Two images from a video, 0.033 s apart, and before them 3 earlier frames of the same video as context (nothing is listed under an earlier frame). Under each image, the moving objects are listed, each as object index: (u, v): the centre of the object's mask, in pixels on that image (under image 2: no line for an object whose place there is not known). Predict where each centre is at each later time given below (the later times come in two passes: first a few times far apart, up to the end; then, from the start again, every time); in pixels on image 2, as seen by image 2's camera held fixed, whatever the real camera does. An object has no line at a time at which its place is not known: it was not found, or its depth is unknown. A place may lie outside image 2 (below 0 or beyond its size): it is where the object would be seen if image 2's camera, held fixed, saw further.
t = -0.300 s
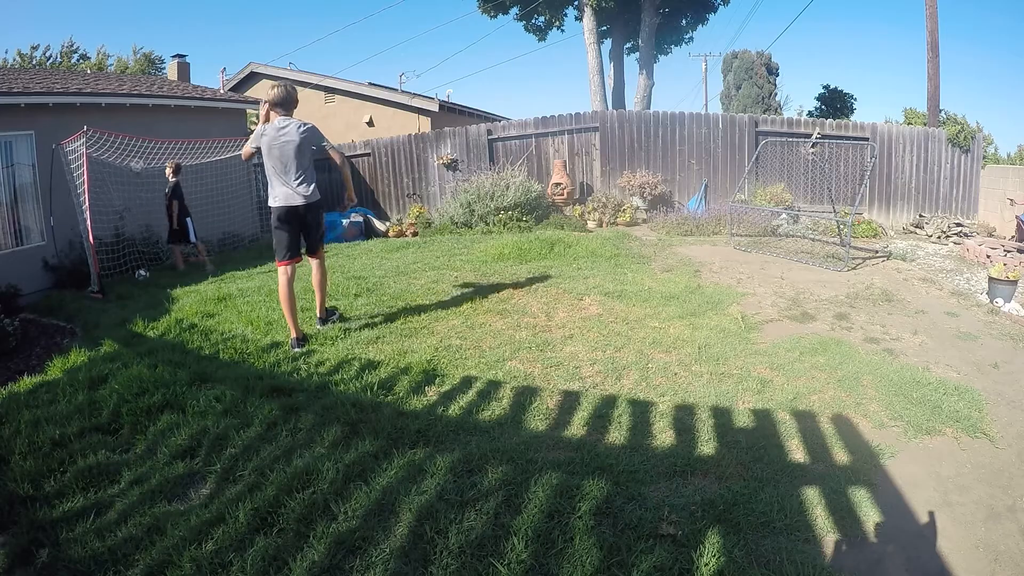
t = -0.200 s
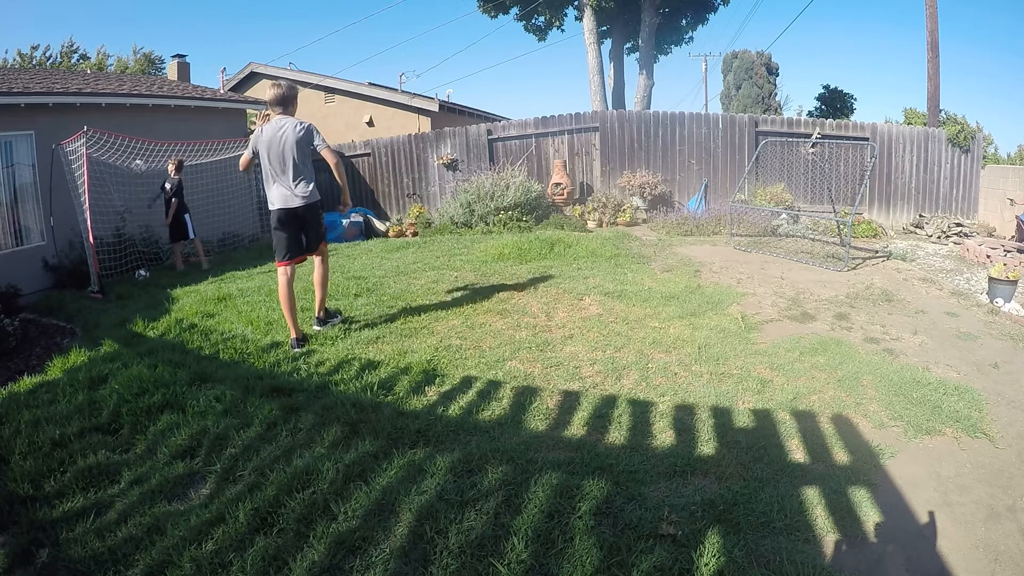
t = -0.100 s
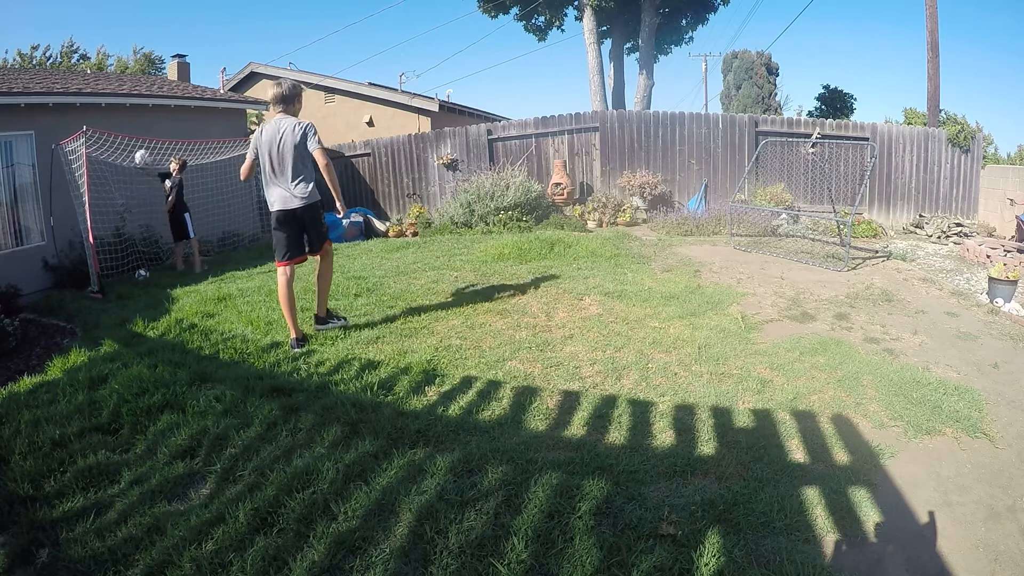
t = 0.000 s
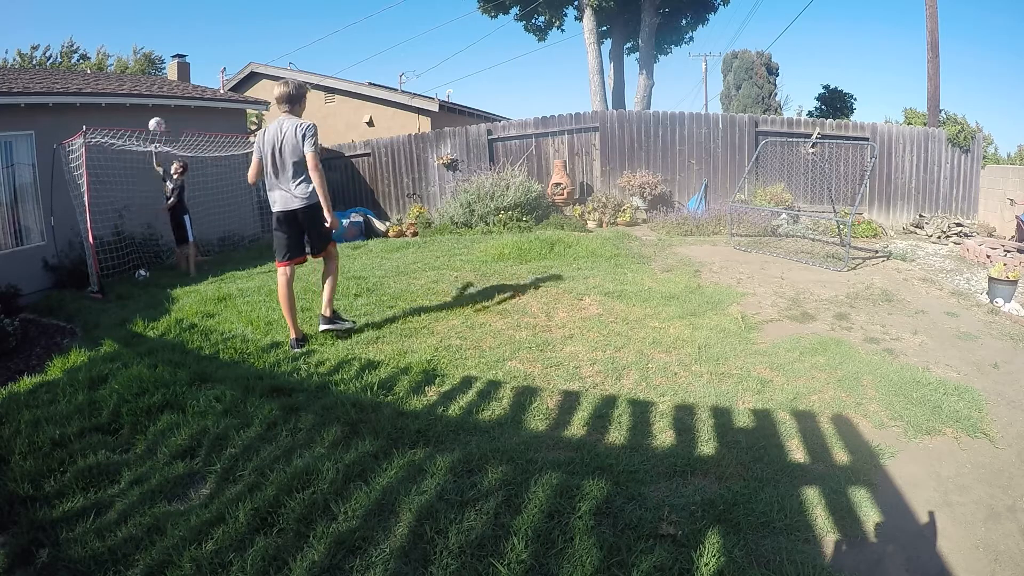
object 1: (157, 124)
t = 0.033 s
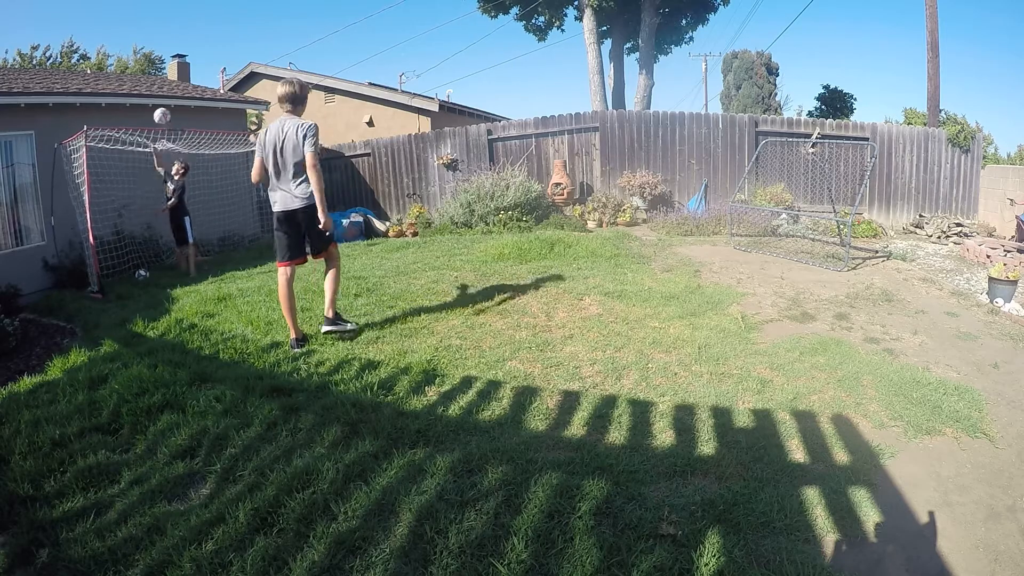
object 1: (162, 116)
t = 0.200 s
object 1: (191, 79)
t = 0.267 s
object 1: (205, 71)
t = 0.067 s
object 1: (167, 107)
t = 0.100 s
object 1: (172, 99)
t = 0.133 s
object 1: (179, 92)
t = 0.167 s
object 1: (185, 85)
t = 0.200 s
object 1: (191, 79)
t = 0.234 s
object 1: (197, 75)
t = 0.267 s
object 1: (205, 71)
